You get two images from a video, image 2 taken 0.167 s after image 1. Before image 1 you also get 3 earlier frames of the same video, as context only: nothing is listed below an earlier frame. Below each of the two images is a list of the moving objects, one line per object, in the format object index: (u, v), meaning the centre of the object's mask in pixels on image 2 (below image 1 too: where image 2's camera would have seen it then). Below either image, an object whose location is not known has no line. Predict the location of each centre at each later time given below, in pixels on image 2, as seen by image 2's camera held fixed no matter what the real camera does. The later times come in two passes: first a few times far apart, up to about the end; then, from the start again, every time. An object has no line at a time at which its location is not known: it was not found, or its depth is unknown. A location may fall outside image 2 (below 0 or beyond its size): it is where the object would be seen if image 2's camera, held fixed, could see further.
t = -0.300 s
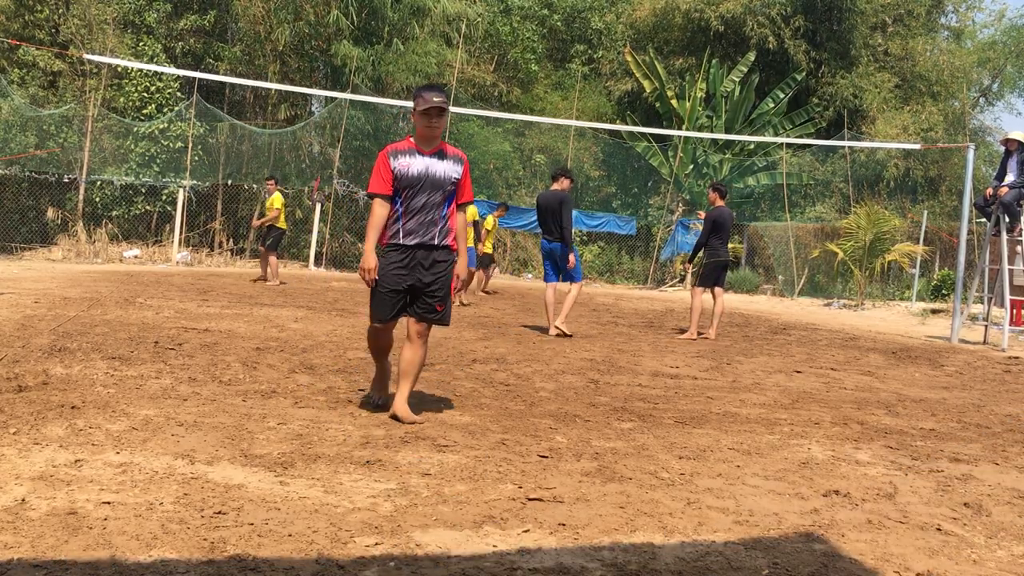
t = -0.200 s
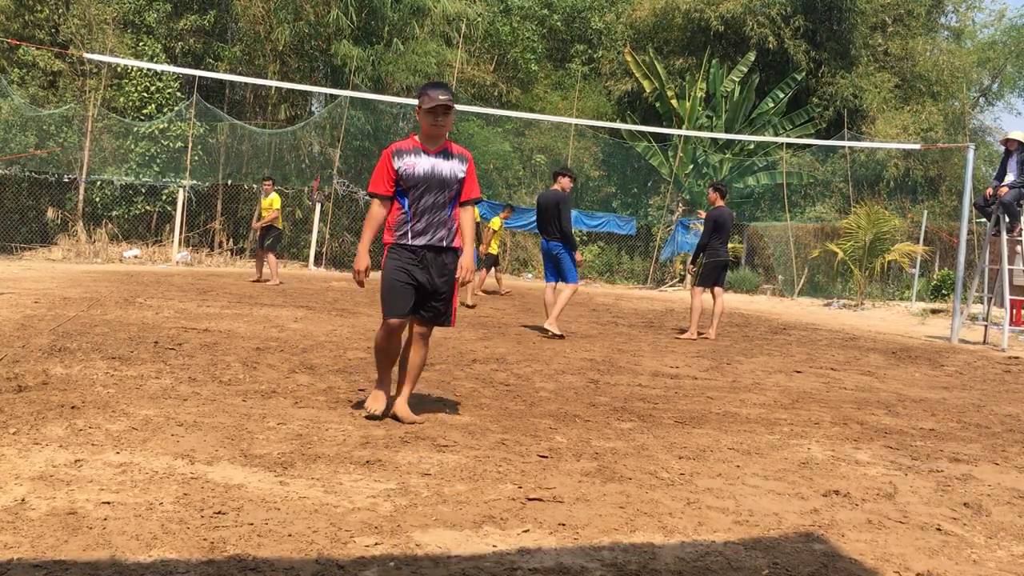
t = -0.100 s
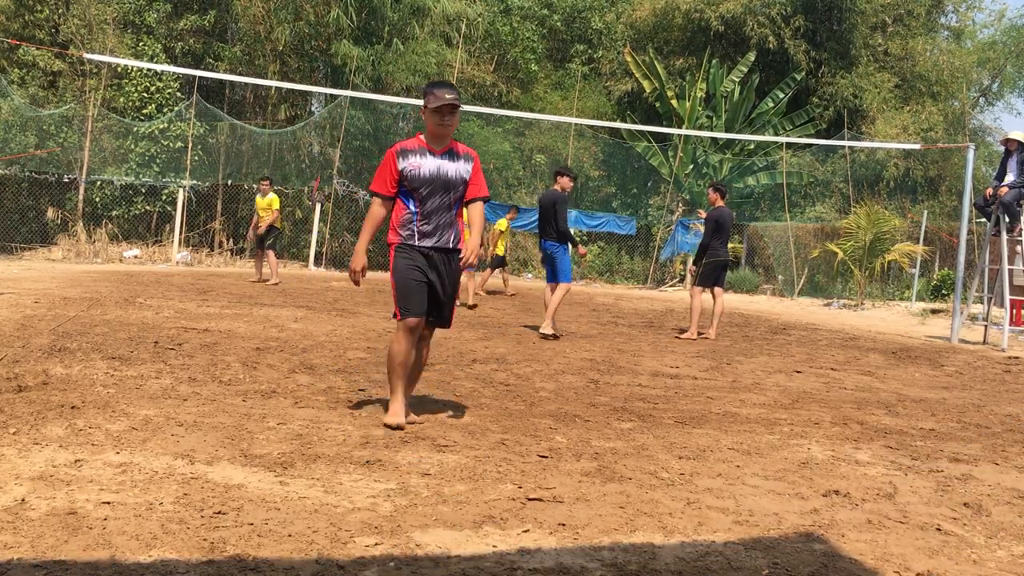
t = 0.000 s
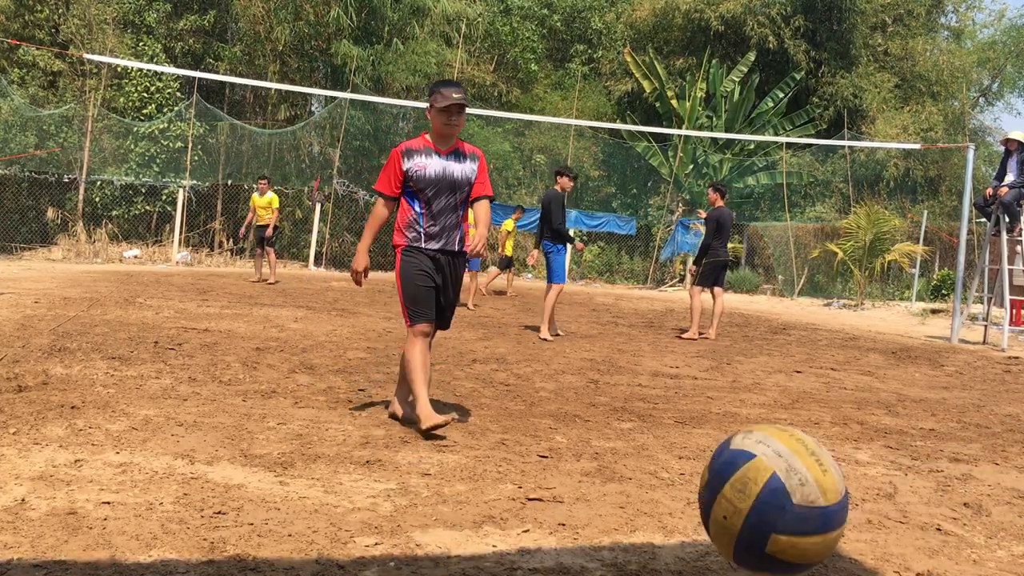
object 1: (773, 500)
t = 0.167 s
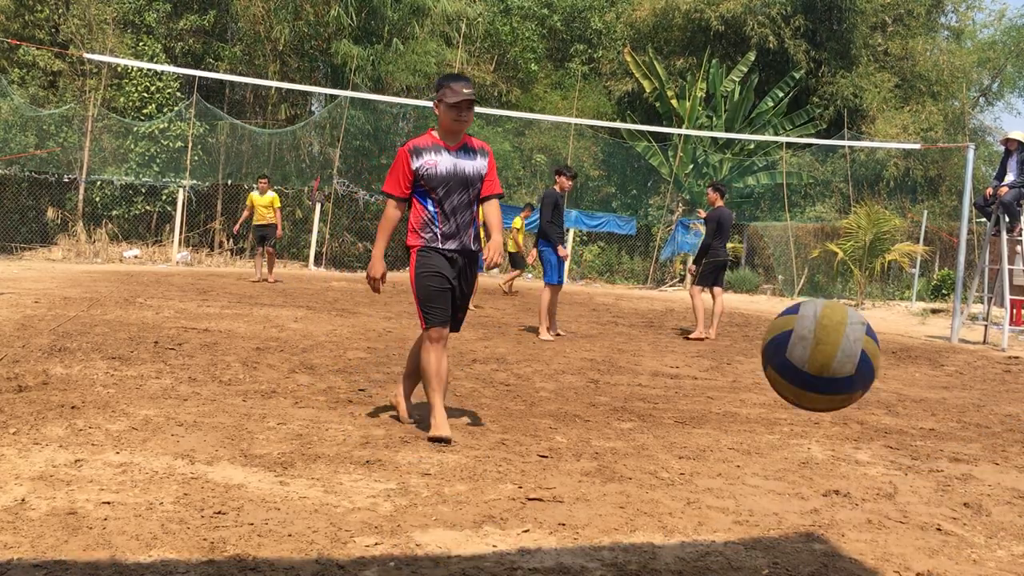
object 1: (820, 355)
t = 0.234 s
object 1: (830, 353)
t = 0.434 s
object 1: (843, 446)
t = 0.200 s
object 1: (826, 351)
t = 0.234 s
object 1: (830, 353)
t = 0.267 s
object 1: (834, 359)
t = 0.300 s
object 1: (837, 369)
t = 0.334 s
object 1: (839, 383)
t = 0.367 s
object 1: (841, 402)
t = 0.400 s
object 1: (843, 422)
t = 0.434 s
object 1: (843, 446)
